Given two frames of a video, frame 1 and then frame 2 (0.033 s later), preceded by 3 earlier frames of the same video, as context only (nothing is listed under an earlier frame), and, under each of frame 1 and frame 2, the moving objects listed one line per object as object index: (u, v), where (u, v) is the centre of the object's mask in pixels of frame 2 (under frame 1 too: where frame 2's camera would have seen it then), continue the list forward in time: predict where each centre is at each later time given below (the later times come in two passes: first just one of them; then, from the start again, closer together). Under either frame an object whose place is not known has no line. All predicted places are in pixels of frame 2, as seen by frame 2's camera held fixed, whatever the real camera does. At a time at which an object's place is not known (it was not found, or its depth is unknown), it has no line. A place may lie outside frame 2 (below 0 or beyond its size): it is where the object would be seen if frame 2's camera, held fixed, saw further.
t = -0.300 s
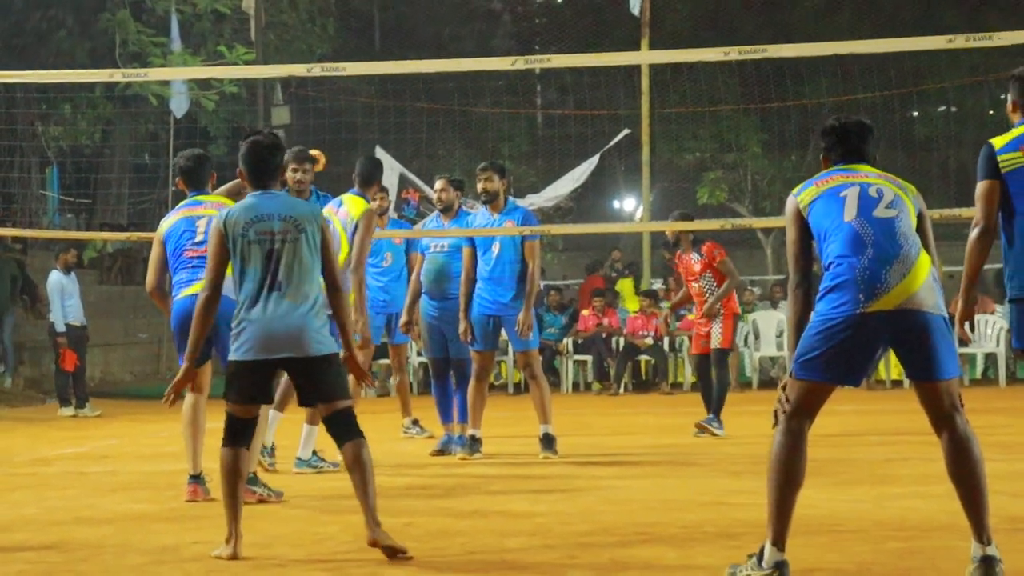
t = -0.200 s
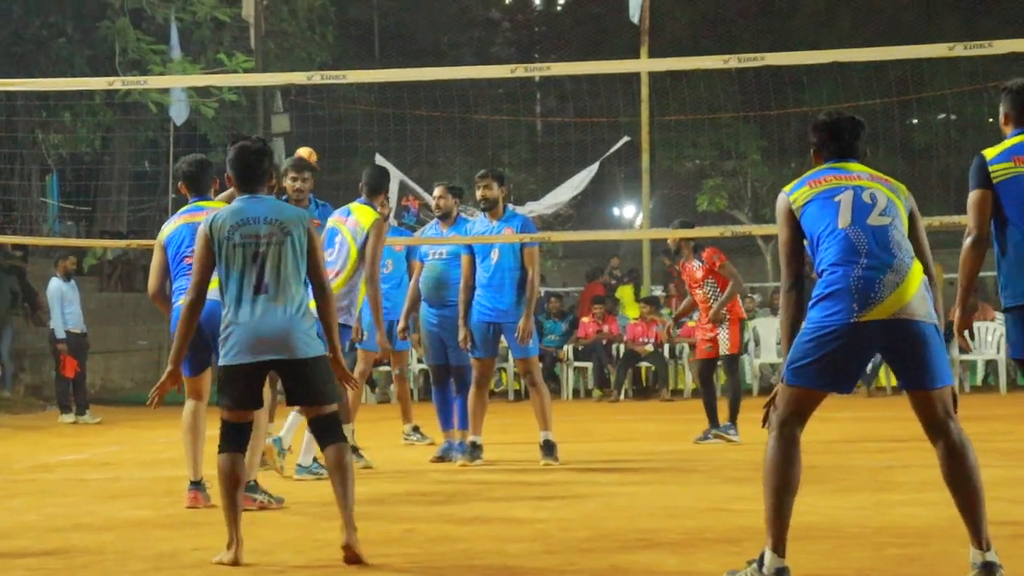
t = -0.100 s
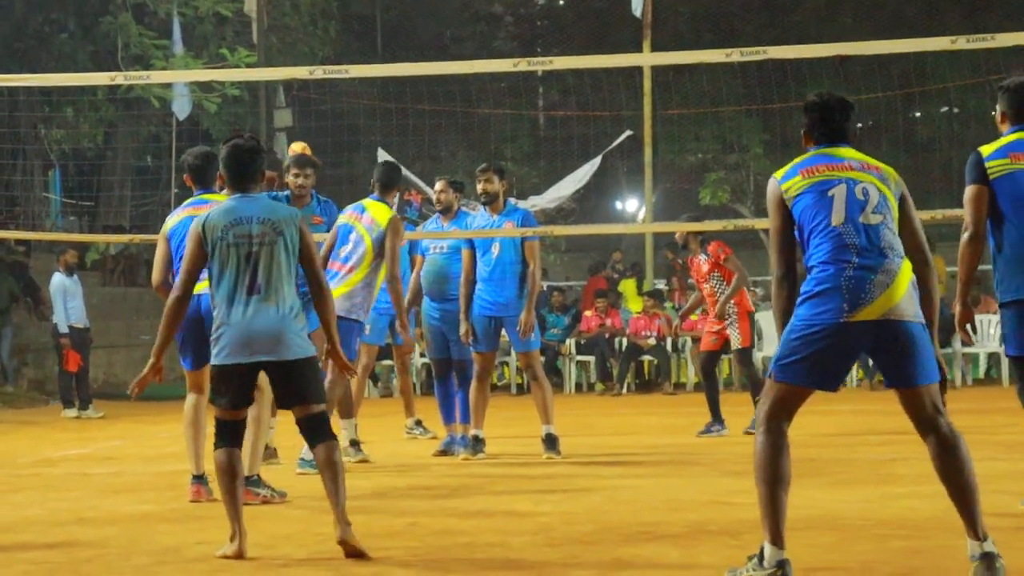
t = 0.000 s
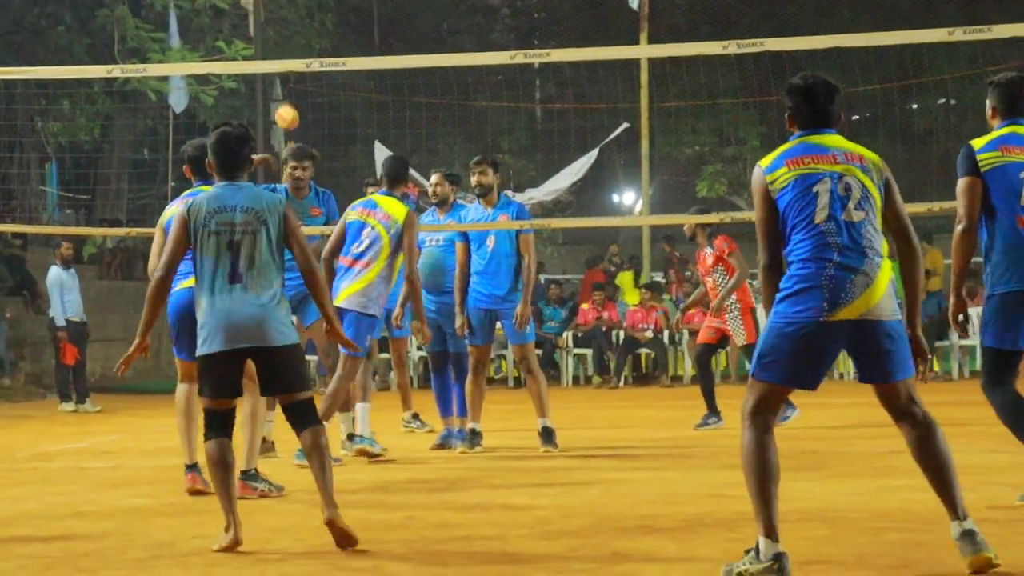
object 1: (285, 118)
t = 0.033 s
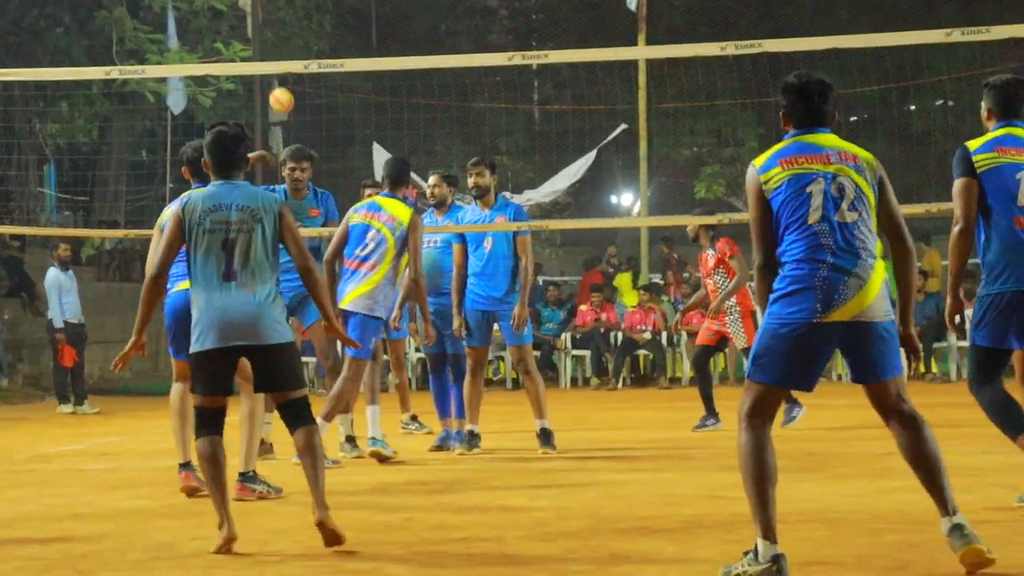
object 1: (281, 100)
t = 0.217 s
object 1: (258, 9)
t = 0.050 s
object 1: (280, 91)
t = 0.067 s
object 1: (278, 84)
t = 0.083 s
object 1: (276, 79)
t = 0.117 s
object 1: (271, 54)
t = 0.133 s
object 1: (270, 48)
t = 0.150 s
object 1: (268, 40)
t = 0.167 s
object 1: (266, 32)
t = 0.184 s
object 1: (263, 24)
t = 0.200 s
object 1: (261, 17)
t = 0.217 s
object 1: (258, 9)
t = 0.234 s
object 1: (256, 4)
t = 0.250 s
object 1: (253, 0)
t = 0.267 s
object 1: (251, -3)
